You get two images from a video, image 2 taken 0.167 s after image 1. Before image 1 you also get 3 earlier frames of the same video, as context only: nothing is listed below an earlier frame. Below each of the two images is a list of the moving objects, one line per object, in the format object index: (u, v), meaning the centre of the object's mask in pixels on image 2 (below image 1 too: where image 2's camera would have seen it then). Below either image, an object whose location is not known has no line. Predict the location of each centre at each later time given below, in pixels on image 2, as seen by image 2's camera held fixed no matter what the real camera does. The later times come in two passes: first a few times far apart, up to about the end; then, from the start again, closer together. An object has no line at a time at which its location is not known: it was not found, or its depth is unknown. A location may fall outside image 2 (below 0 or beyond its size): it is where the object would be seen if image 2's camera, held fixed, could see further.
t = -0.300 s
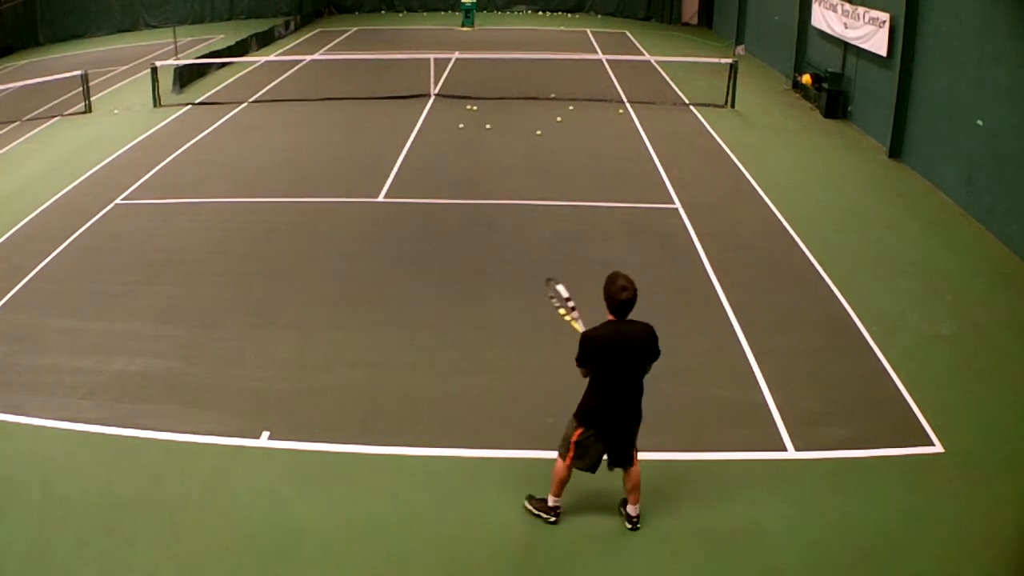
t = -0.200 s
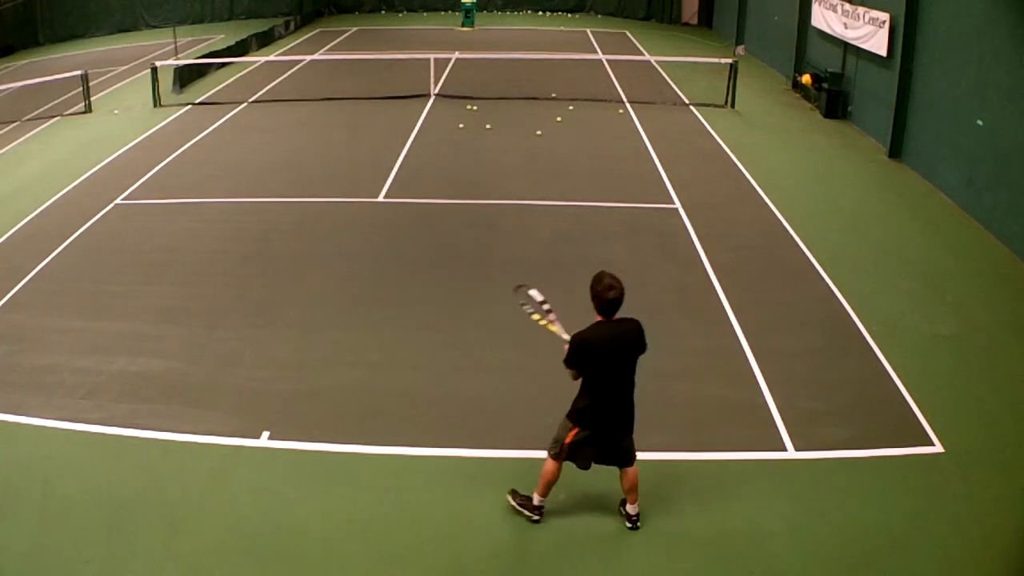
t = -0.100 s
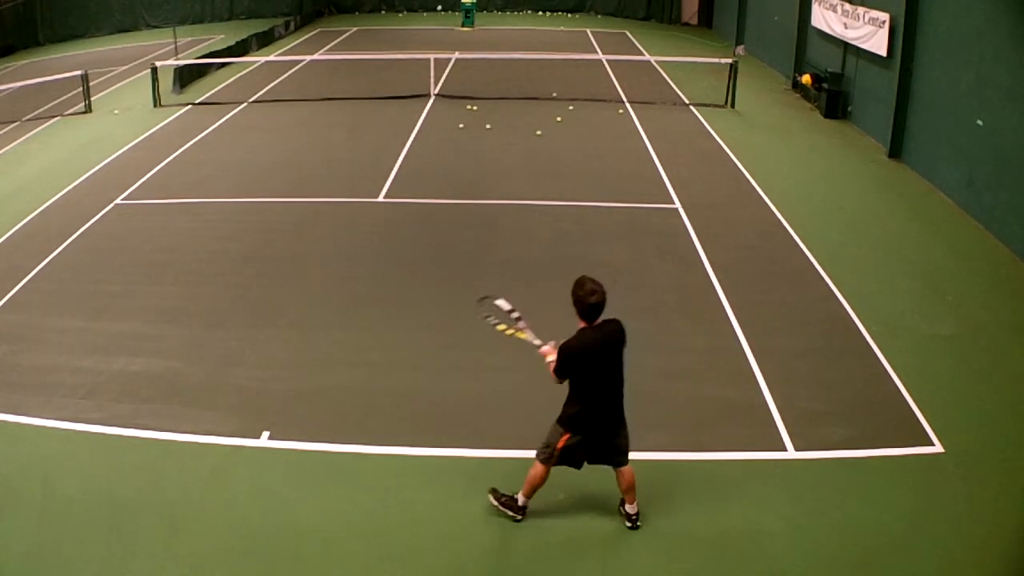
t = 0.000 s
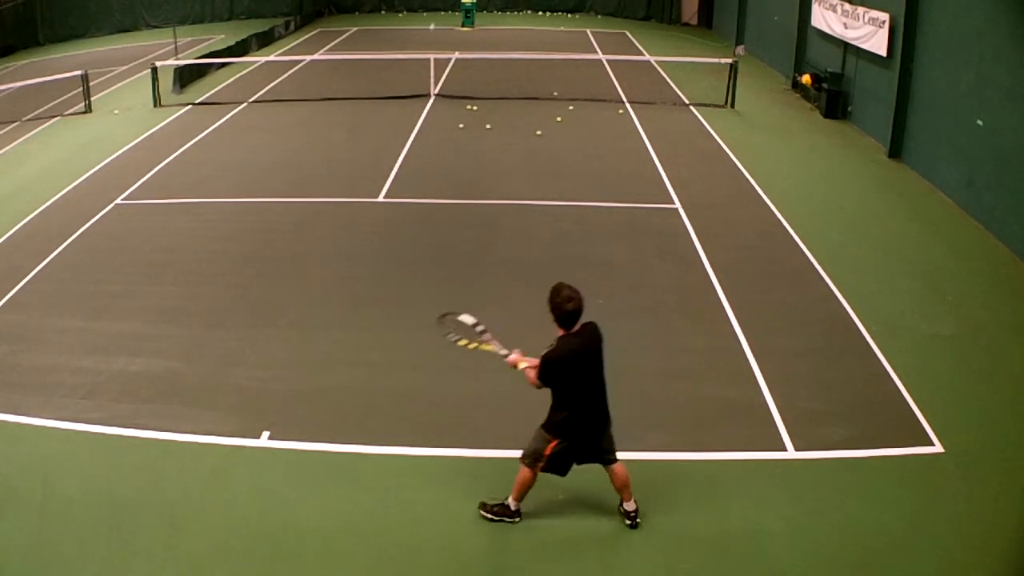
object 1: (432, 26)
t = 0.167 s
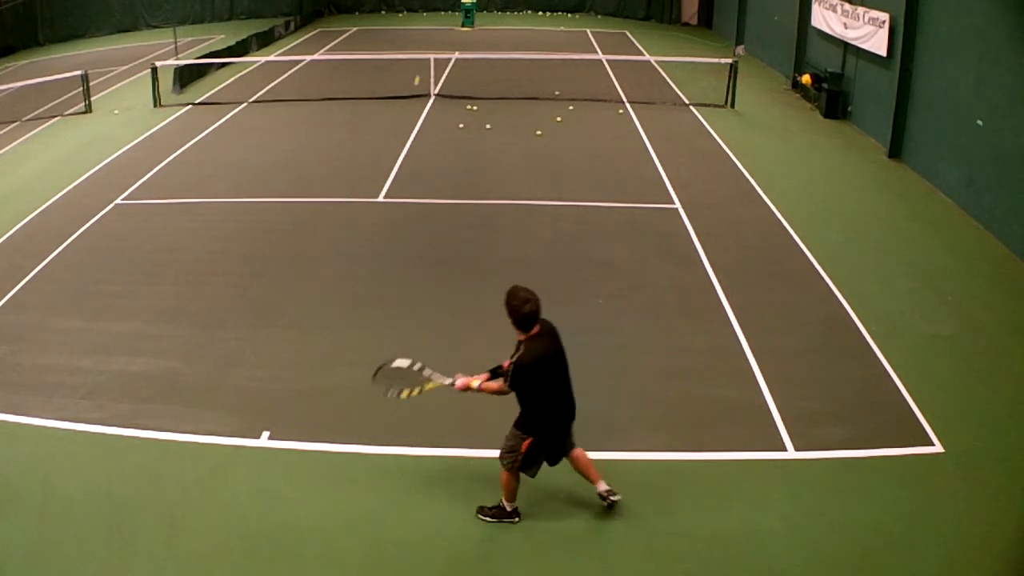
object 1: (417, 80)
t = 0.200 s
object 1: (413, 95)
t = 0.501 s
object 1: (378, 251)
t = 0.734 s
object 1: (351, 259)
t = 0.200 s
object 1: (413, 95)
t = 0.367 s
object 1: (393, 203)
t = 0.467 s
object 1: (381, 254)
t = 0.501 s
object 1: (378, 251)
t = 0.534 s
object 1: (375, 249)
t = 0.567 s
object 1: (371, 248)
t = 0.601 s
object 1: (368, 247)
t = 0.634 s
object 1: (364, 248)
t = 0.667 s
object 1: (360, 251)
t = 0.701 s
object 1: (356, 254)
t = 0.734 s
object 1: (351, 259)
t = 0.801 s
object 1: (342, 274)
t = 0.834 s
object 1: (337, 285)
